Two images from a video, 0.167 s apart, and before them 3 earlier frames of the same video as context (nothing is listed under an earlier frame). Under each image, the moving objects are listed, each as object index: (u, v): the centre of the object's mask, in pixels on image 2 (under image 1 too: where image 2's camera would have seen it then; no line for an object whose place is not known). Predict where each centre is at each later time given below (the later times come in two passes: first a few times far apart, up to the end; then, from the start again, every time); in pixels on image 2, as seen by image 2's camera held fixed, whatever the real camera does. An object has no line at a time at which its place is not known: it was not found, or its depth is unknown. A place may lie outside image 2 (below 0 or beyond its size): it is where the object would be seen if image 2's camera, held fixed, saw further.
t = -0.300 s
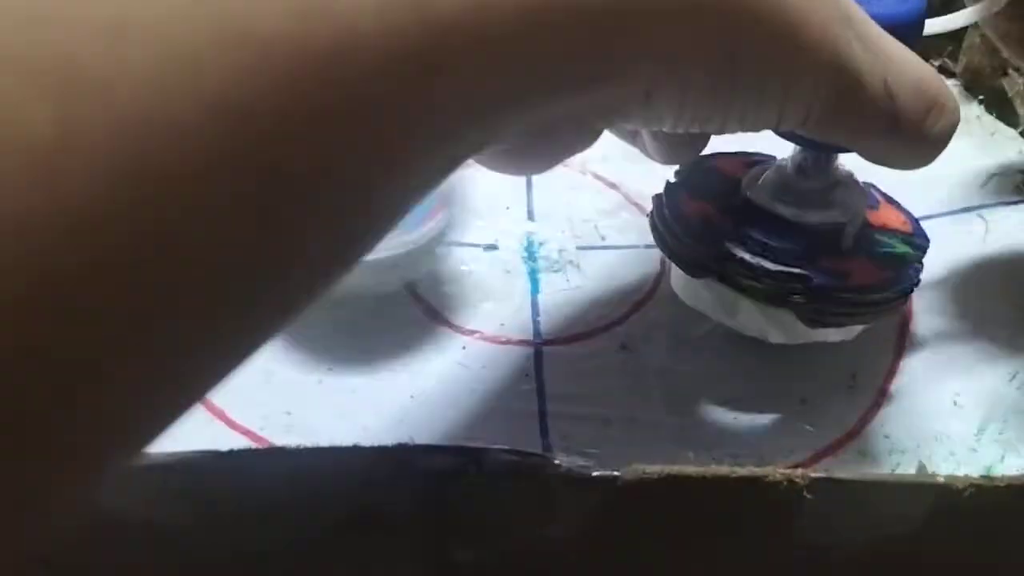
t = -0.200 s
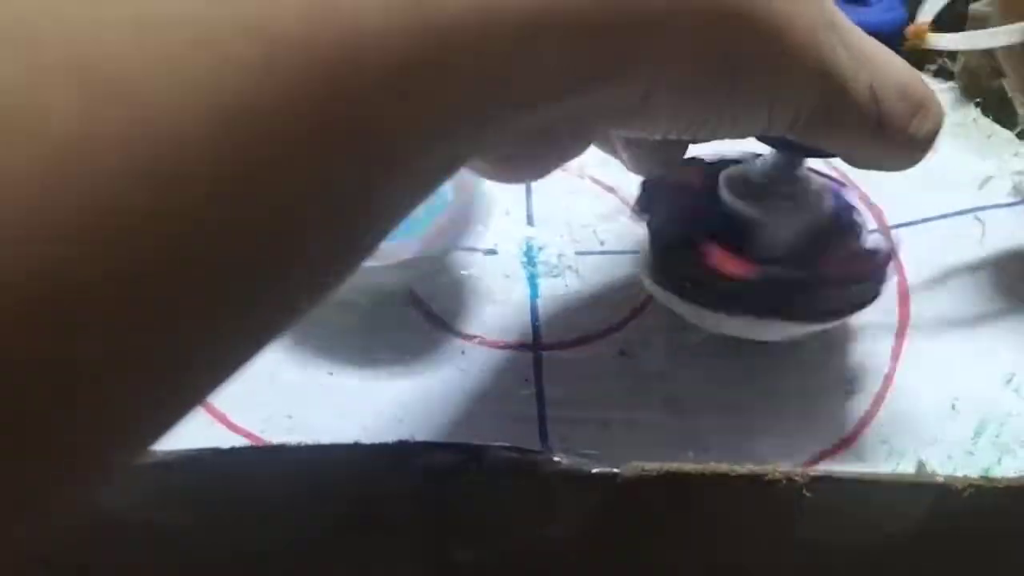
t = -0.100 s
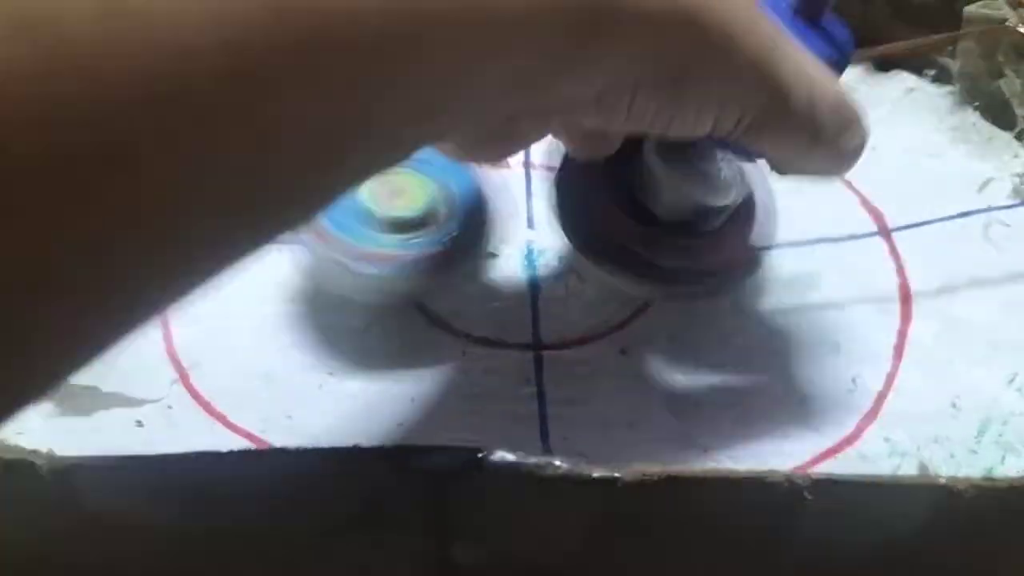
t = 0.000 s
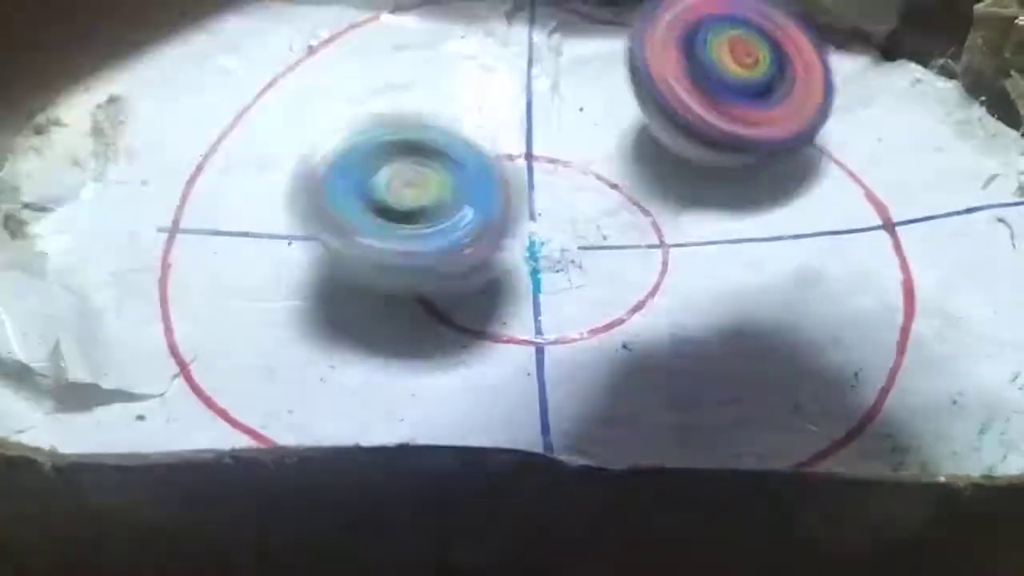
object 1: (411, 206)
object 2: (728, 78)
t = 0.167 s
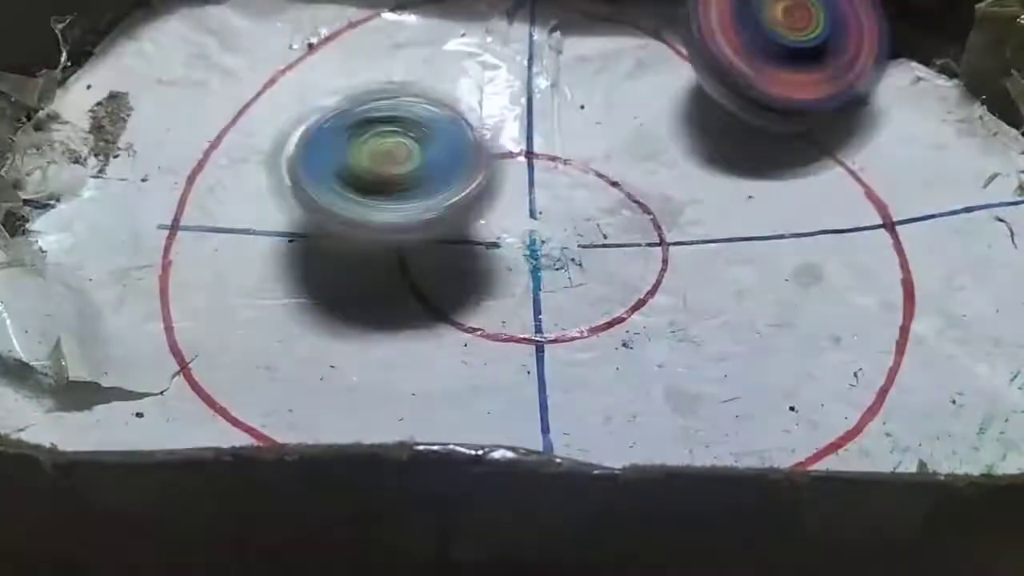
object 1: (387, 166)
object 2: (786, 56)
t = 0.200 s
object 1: (391, 166)
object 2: (793, 60)
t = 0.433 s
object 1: (374, 161)
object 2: (850, 64)
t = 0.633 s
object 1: (371, 165)
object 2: (833, 64)
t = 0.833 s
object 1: (372, 162)
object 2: (828, 58)
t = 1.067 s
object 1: (374, 164)
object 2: (815, 58)
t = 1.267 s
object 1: (370, 162)
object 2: (713, 90)
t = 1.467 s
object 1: (356, 155)
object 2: (602, 138)
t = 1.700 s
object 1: (98, 85)
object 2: (744, 152)
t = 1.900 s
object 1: (148, 129)
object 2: (701, 129)
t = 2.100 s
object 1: (237, 139)
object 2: (624, 114)
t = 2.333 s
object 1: (239, 136)
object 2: (531, 113)
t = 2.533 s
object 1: (231, 146)
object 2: (444, 106)
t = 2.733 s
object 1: (164, 118)
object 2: (462, 120)
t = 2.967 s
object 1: (164, 117)
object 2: (513, 161)
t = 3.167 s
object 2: (550, 196)
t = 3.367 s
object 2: (542, 190)
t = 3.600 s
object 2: (540, 188)
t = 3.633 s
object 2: (541, 188)
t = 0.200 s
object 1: (391, 166)
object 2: (793, 60)
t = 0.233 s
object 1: (391, 168)
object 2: (803, 61)
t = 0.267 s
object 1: (382, 166)
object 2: (808, 60)
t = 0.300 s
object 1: (384, 164)
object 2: (816, 60)
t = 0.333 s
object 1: (383, 167)
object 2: (826, 59)
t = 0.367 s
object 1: (377, 166)
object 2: (832, 59)
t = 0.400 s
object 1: (378, 162)
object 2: (842, 60)
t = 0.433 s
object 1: (374, 161)
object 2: (850, 64)
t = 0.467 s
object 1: (365, 164)
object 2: (853, 65)
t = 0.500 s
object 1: (367, 161)
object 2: (845, 65)
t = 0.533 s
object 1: (370, 164)
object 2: (836, 63)
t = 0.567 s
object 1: (366, 165)
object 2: (832, 62)
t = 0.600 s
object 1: (369, 163)
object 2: (832, 64)
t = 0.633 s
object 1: (371, 165)
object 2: (833, 64)
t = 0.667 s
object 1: (368, 162)
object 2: (834, 62)
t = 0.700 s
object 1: (376, 162)
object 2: (830, 58)
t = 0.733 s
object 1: (377, 163)
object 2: (833, 57)
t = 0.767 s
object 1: (372, 163)
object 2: (833, 57)
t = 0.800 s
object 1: (378, 160)
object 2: (832, 57)
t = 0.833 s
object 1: (372, 162)
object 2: (828, 58)
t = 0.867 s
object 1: (373, 162)
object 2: (825, 57)
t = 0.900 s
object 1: (378, 160)
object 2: (826, 56)
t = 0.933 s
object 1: (378, 162)
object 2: (824, 56)
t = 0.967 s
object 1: (368, 165)
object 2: (823, 56)
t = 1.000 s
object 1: (370, 164)
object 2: (823, 55)
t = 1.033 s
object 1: (375, 162)
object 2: (822, 56)
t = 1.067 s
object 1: (374, 164)
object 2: (815, 58)
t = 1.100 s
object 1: (380, 168)
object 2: (804, 60)
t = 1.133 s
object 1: (377, 163)
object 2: (789, 63)
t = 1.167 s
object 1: (369, 164)
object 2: (768, 67)
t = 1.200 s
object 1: (374, 164)
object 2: (750, 73)
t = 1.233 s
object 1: (370, 164)
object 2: (734, 81)
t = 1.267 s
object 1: (370, 162)
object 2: (713, 90)
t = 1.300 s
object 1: (375, 163)
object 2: (698, 99)
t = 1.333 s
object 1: (374, 163)
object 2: (675, 106)
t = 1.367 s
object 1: (373, 163)
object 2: (654, 114)
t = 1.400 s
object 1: (376, 163)
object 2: (631, 121)
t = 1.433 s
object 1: (369, 164)
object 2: (611, 128)
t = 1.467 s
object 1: (356, 155)
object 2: (602, 138)
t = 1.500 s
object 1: (285, 136)
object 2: (653, 155)
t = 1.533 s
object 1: (232, 125)
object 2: (692, 165)
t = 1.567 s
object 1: (189, 114)
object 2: (718, 168)
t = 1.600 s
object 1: (144, 101)
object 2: (730, 167)
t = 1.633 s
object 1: (115, 92)
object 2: (736, 166)
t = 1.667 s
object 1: (99, 79)
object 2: (744, 158)
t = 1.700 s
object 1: (98, 85)
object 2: (744, 152)
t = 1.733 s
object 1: (107, 89)
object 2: (735, 148)
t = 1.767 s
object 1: (106, 92)
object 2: (733, 147)
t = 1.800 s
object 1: (105, 93)
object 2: (724, 140)
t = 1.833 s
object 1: (107, 104)
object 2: (717, 139)
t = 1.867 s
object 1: (131, 120)
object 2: (708, 137)
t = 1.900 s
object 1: (148, 129)
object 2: (701, 129)
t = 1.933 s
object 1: (162, 132)
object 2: (687, 124)
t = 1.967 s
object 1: (174, 129)
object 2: (675, 119)
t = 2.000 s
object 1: (191, 135)
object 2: (666, 115)
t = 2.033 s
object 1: (208, 137)
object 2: (653, 110)
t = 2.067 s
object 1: (226, 140)
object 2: (640, 114)
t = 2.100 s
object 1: (237, 139)
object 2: (624, 114)
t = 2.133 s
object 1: (240, 135)
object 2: (608, 111)
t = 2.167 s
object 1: (242, 133)
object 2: (595, 111)
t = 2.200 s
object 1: (243, 132)
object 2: (586, 112)
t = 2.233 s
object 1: (244, 132)
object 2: (576, 109)
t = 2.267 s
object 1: (243, 133)
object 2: (560, 109)
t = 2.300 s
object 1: (241, 135)
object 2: (543, 113)
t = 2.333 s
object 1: (239, 136)
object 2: (531, 113)
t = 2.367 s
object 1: (237, 140)
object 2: (512, 113)
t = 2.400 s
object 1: (232, 144)
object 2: (494, 115)
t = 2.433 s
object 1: (227, 146)
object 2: (484, 115)
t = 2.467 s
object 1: (228, 146)
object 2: (465, 113)
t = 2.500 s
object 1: (232, 146)
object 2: (451, 112)
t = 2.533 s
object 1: (231, 146)
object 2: (444, 106)
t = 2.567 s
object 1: (229, 147)
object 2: (428, 104)
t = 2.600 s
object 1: (227, 140)
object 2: (425, 110)
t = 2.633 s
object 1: (209, 119)
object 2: (444, 117)
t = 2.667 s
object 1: (191, 116)
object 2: (451, 121)
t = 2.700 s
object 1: (177, 114)
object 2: (457, 121)
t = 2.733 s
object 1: (164, 118)
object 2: (462, 120)
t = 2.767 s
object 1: (163, 116)
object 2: (465, 124)
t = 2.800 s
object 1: (160, 117)
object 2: (477, 127)
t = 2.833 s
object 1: (158, 117)
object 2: (479, 132)
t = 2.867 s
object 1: (158, 118)
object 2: (484, 139)
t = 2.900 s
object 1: (160, 117)
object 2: (492, 144)
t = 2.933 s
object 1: (162, 116)
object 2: (497, 152)
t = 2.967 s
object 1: (164, 117)
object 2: (513, 161)
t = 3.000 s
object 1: (165, 116)
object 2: (522, 171)
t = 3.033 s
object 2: (533, 178)
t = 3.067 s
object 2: (545, 179)
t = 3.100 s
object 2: (541, 189)
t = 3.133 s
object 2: (545, 190)
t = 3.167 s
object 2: (550, 196)
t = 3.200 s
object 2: (554, 195)
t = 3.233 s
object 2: (552, 191)
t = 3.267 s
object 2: (550, 186)
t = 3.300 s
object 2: (545, 183)
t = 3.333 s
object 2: (537, 188)
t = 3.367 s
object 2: (542, 190)
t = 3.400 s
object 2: (539, 190)
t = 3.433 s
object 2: (541, 190)
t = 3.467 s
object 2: (539, 188)
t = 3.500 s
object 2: (540, 188)
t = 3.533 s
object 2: (540, 184)
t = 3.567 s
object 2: (538, 189)
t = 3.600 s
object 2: (540, 188)
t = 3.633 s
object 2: (541, 188)
